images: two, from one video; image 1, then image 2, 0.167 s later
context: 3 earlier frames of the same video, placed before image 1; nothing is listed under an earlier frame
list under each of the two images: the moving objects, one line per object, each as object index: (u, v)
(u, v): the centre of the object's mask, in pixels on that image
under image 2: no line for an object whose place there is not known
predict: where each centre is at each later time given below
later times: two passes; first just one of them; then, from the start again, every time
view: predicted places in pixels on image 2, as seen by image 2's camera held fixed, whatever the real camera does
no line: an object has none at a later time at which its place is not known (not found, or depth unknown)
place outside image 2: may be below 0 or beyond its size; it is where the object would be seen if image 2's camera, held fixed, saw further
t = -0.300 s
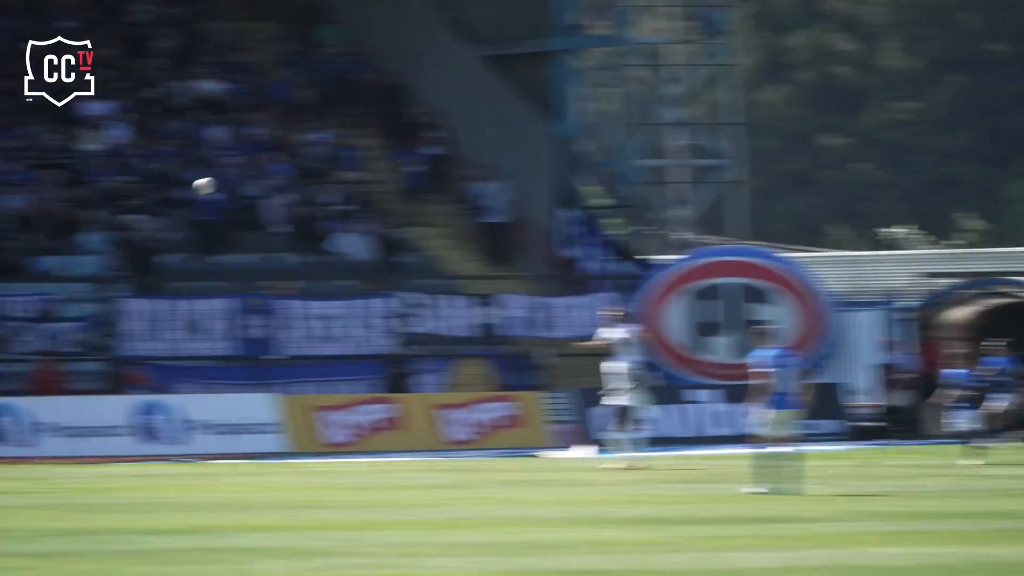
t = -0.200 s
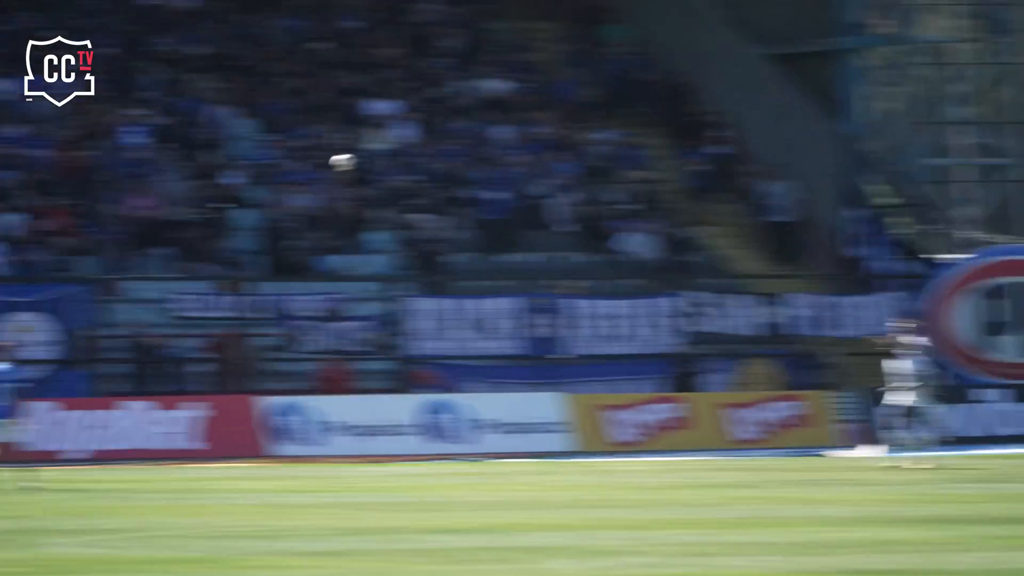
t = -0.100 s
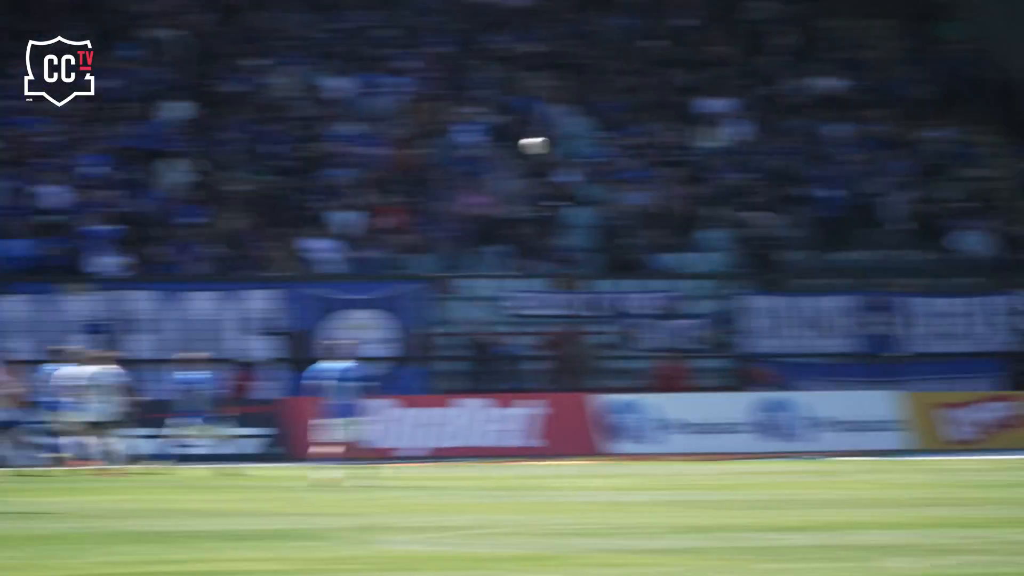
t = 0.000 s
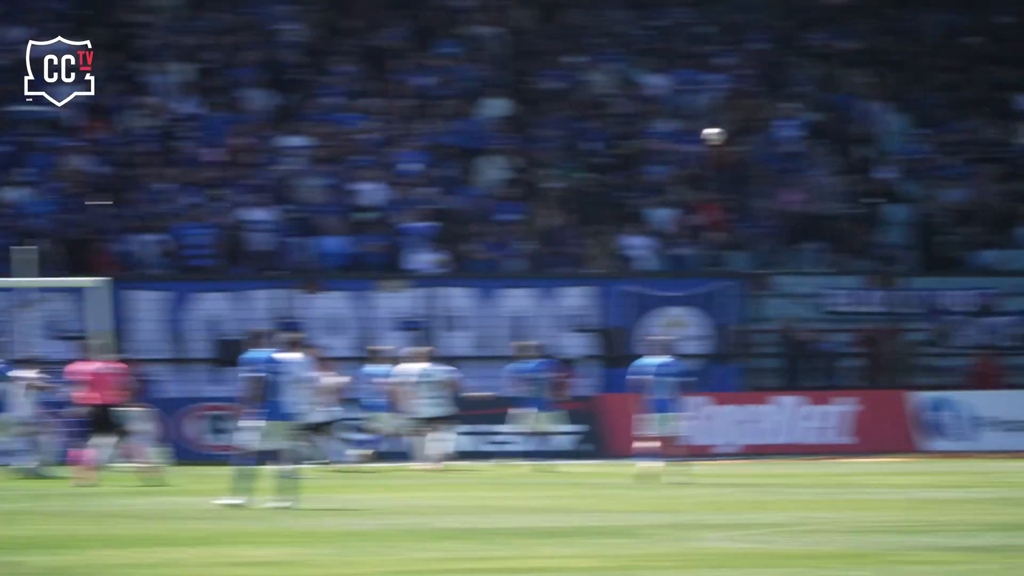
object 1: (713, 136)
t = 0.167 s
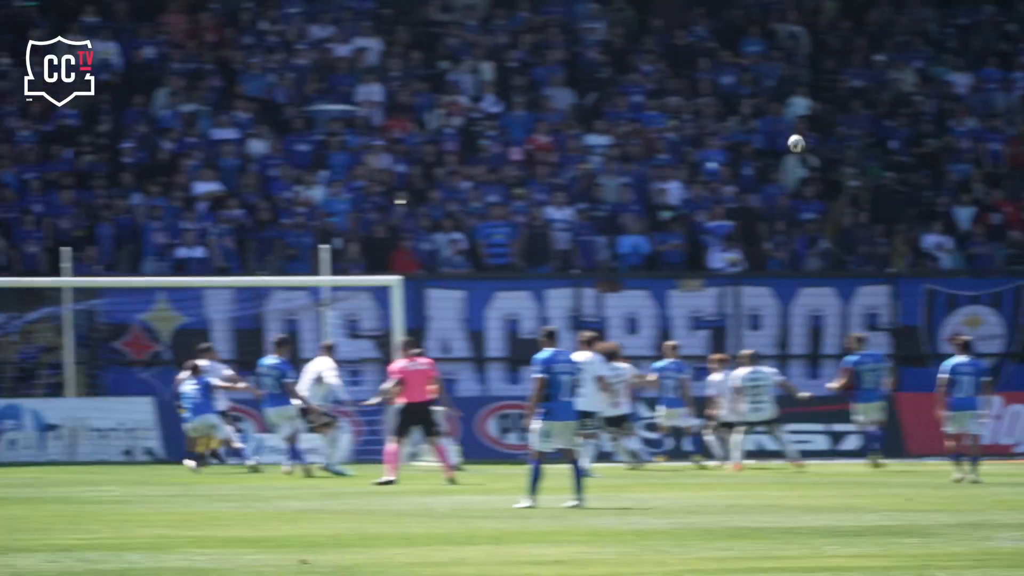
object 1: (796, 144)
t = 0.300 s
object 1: (621, 167)
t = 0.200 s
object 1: (751, 150)
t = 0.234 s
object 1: (706, 154)
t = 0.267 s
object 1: (663, 161)
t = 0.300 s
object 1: (621, 167)
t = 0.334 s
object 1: (580, 175)
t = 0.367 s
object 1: (538, 182)
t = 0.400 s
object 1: (498, 192)
